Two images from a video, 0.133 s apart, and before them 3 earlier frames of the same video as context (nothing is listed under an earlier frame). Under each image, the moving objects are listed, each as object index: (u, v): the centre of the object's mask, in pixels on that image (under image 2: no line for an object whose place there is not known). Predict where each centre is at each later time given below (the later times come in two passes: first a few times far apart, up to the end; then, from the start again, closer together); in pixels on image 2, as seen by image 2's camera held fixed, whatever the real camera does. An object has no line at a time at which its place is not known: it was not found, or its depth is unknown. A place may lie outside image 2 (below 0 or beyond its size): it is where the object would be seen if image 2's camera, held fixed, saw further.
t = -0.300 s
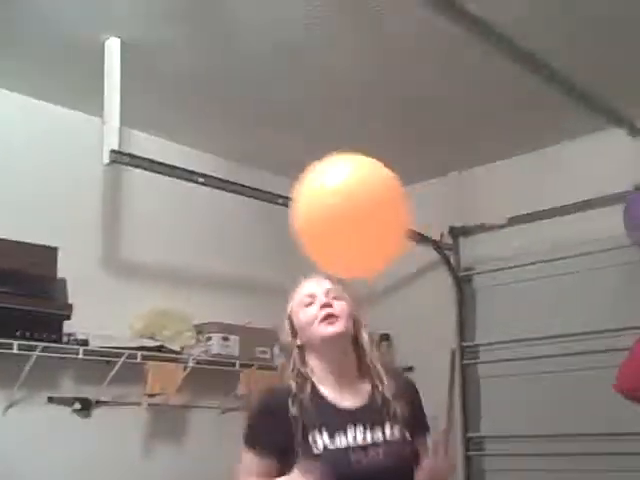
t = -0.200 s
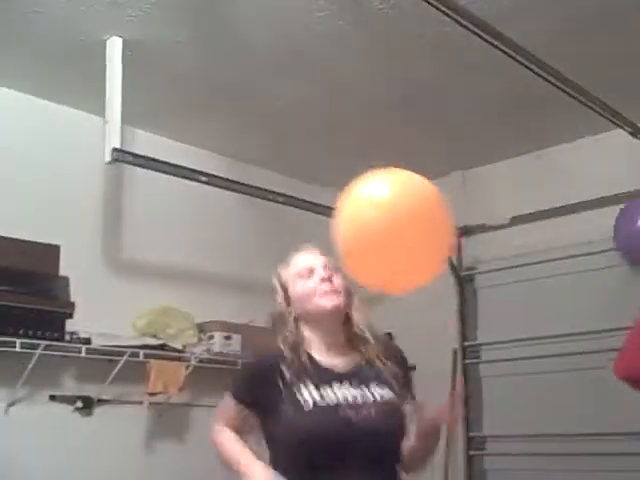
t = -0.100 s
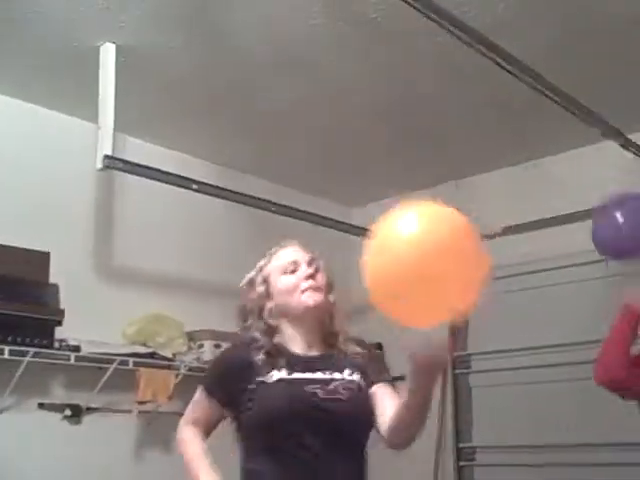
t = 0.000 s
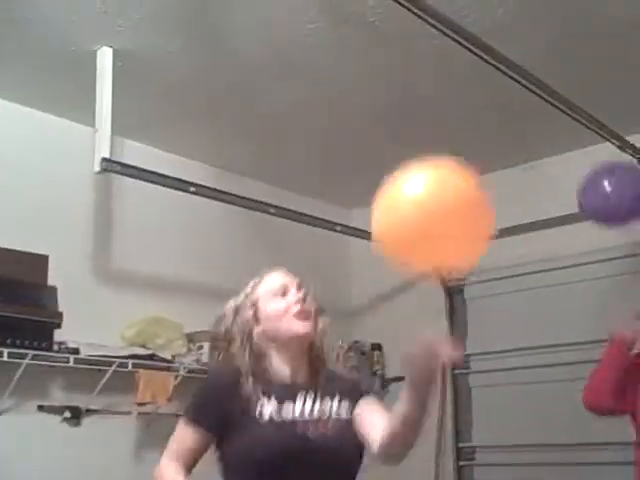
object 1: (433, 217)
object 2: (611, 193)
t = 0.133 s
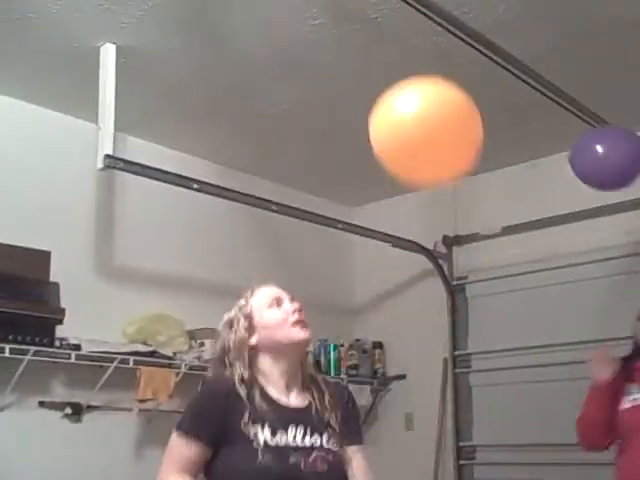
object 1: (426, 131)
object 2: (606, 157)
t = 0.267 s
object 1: (416, 79)
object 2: (601, 134)
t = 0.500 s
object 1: (396, 44)
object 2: (590, 110)
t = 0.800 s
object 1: (375, 48)
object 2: (579, 115)
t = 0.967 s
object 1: (368, 77)
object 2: (574, 142)
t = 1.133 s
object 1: (372, 119)
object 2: (576, 182)
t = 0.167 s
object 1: (424, 116)
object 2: (606, 152)
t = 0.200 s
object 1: (424, 102)
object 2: (607, 145)
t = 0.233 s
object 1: (421, 90)
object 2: (607, 140)
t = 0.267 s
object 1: (416, 79)
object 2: (601, 134)
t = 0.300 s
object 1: (413, 70)
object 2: (599, 127)
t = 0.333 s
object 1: (410, 62)
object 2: (598, 124)
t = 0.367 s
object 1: (406, 58)
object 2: (596, 121)
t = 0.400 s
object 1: (402, 53)
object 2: (593, 117)
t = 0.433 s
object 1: (399, 49)
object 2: (592, 115)
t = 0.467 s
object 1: (397, 46)
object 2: (591, 112)
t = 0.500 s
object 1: (396, 44)
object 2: (590, 110)
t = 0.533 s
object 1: (391, 44)
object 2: (587, 110)
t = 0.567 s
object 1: (388, 44)
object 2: (587, 111)
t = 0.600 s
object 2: (583, 109)
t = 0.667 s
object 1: (377, 39)
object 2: (580, 107)
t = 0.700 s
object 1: (379, 39)
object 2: (581, 108)
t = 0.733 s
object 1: (377, 41)
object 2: (580, 107)
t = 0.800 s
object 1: (375, 48)
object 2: (579, 115)
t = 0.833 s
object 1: (375, 55)
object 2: (578, 121)
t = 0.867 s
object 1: (373, 59)
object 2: (578, 124)
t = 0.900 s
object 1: (369, 64)
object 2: (576, 128)
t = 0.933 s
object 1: (369, 69)
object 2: (575, 134)
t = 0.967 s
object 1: (368, 77)
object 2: (574, 142)
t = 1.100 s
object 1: (370, 110)
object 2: (574, 172)
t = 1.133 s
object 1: (372, 119)
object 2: (576, 182)
